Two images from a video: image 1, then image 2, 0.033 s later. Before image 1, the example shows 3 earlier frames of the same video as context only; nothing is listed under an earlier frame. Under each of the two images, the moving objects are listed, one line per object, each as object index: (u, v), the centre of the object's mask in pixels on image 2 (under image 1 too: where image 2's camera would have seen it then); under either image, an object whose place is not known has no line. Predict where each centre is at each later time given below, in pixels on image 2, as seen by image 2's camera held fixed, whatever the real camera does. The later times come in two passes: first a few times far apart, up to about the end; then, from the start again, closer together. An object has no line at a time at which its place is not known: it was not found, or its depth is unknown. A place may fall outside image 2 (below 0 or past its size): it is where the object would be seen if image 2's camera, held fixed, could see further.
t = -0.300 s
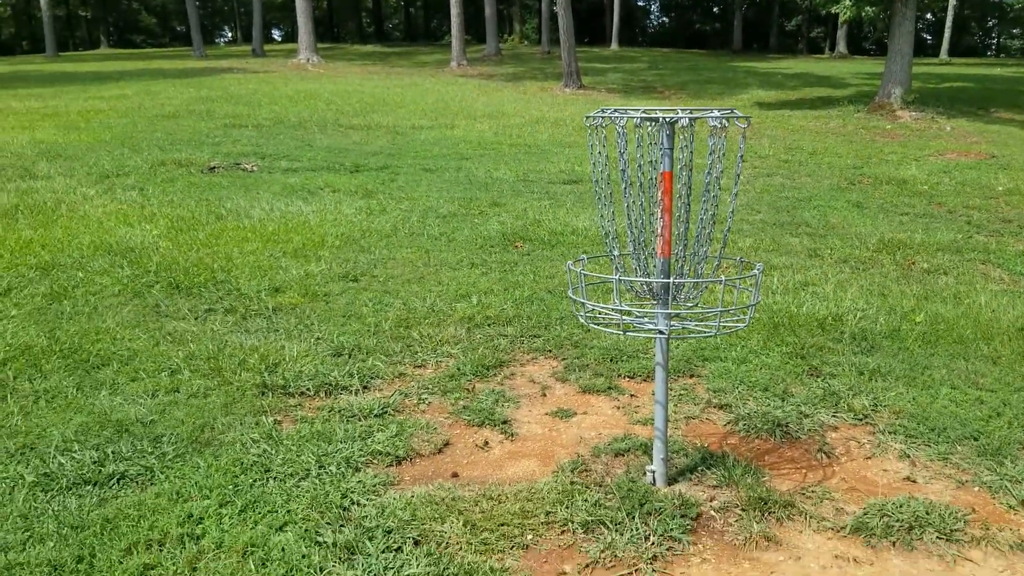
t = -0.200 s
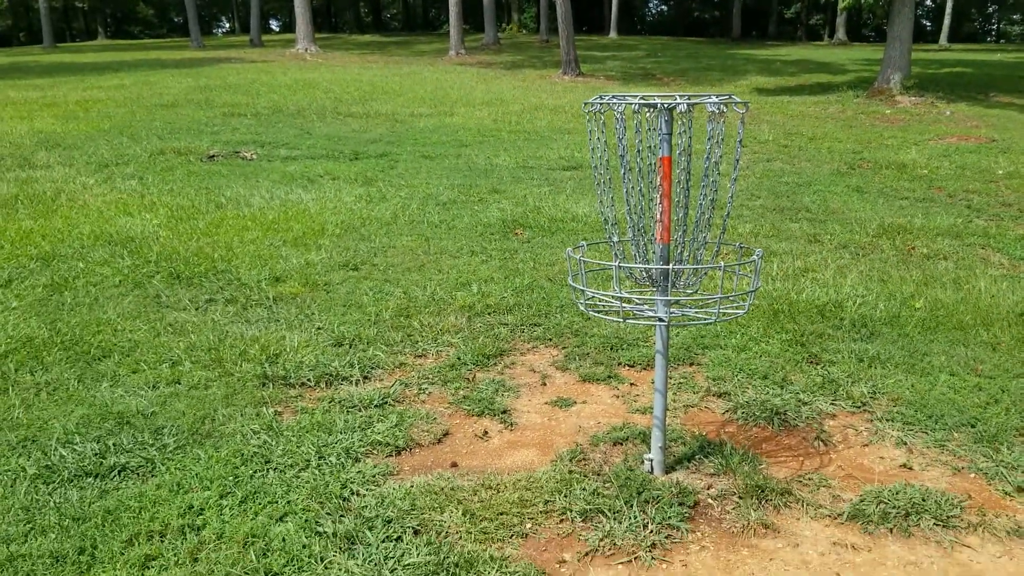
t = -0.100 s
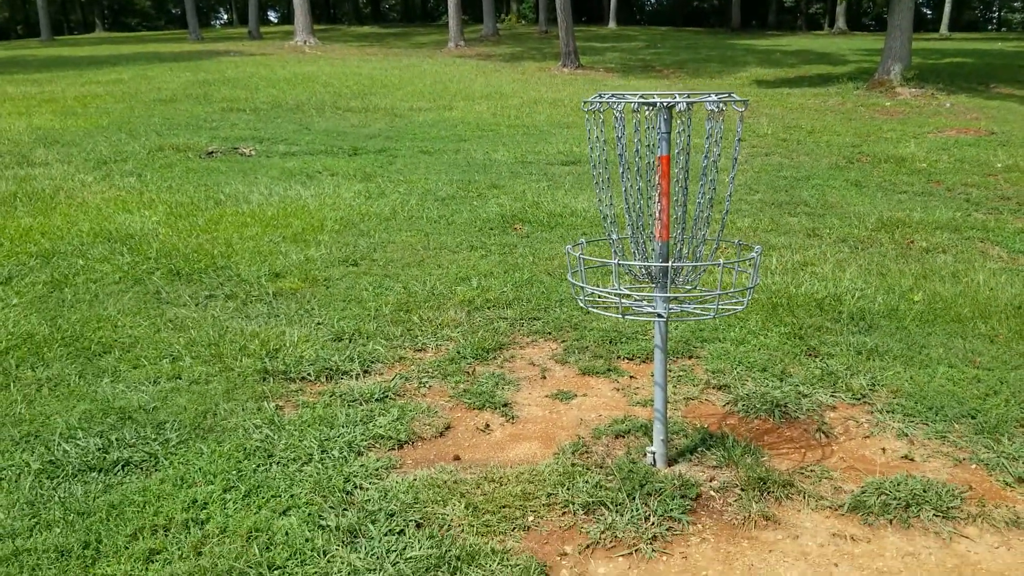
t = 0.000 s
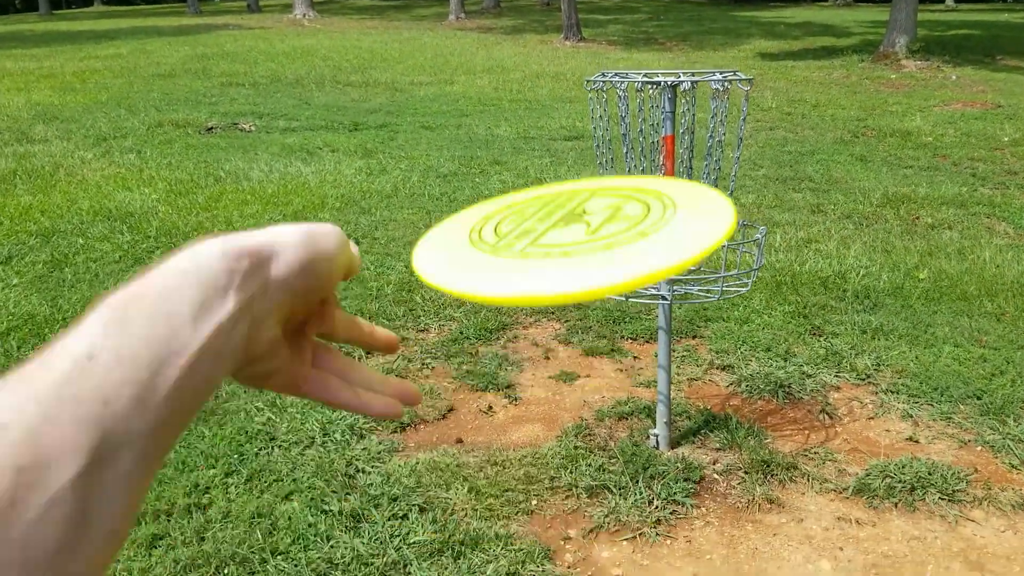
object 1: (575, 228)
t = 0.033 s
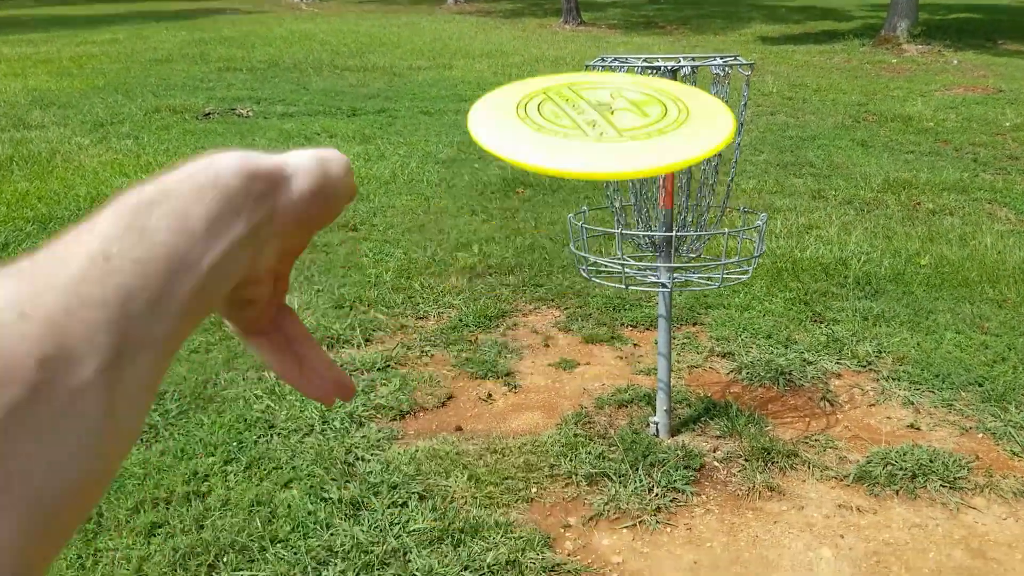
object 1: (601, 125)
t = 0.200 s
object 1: (672, 46)
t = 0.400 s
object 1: (689, 117)
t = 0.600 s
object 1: (713, 220)
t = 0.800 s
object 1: (726, 255)
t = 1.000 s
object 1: (724, 262)
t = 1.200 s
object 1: (723, 266)
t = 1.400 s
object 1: (723, 267)
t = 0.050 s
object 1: (610, 94)
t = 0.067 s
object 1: (619, 69)
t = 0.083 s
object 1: (625, 52)
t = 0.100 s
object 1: (644, 42)
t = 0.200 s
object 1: (672, 46)
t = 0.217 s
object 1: (679, 44)
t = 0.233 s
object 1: (671, 42)
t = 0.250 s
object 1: (669, 47)
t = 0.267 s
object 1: (673, 53)
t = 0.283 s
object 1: (676, 61)
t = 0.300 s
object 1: (678, 68)
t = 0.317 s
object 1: (680, 76)
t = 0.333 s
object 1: (682, 84)
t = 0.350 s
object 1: (683, 92)
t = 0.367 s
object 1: (685, 100)
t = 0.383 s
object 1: (687, 108)
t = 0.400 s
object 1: (689, 117)
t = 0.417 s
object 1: (690, 126)
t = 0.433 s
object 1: (692, 135)
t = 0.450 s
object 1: (694, 144)
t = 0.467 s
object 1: (695, 153)
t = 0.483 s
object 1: (696, 162)
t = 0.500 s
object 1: (697, 172)
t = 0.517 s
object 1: (697, 181)
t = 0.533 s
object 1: (699, 191)
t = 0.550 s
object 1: (703, 198)
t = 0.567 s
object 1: (706, 205)
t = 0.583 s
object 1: (709, 213)
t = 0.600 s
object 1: (713, 220)
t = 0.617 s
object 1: (717, 228)
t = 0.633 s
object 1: (720, 231)
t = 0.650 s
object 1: (725, 243)
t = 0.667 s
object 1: (728, 249)
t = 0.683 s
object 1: (730, 247)
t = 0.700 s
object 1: (732, 247)
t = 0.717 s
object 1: (732, 246)
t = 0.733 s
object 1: (731, 247)
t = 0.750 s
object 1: (730, 248)
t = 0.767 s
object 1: (729, 249)
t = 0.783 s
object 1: (727, 252)
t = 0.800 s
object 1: (726, 255)
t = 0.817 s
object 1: (724, 254)
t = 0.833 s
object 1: (723, 254)
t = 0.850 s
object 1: (722, 254)
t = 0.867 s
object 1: (723, 255)
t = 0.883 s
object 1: (723, 256)
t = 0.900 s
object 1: (723, 258)
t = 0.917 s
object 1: (724, 260)
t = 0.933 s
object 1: (725, 262)
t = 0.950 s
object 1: (725, 263)
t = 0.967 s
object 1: (725, 262)
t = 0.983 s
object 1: (724, 262)
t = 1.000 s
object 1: (724, 262)
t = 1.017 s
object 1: (724, 263)
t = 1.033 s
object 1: (724, 263)
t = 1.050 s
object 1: (723, 264)
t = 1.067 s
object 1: (722, 266)
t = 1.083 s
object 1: (723, 265)
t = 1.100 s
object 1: (722, 265)
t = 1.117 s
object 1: (723, 266)
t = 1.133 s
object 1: (723, 266)
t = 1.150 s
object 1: (722, 266)
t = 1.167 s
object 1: (722, 266)
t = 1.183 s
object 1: (722, 266)
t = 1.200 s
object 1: (723, 266)
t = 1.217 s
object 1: (722, 266)
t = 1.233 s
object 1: (723, 266)
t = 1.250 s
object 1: (723, 266)
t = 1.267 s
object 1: (722, 266)
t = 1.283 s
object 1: (722, 266)
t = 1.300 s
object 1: (722, 266)
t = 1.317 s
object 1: (722, 266)
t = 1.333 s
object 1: (722, 266)
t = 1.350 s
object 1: (722, 266)
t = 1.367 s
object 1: (722, 266)
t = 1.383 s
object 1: (722, 267)
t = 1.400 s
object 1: (723, 267)
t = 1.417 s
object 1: (722, 267)
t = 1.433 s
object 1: (723, 267)
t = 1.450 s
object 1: (723, 266)
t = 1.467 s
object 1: (722, 267)
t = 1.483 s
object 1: (722, 267)
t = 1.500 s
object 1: (722, 267)
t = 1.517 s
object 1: (723, 267)
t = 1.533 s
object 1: (723, 267)
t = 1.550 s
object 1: (723, 267)
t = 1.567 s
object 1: (723, 267)
